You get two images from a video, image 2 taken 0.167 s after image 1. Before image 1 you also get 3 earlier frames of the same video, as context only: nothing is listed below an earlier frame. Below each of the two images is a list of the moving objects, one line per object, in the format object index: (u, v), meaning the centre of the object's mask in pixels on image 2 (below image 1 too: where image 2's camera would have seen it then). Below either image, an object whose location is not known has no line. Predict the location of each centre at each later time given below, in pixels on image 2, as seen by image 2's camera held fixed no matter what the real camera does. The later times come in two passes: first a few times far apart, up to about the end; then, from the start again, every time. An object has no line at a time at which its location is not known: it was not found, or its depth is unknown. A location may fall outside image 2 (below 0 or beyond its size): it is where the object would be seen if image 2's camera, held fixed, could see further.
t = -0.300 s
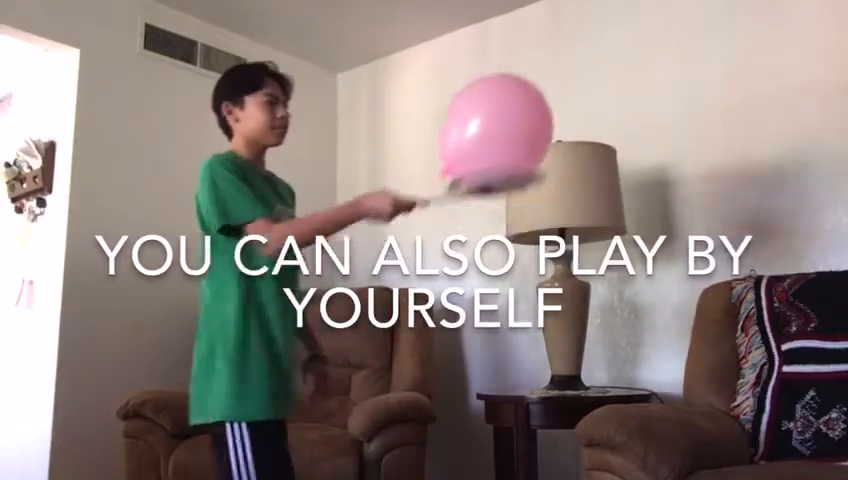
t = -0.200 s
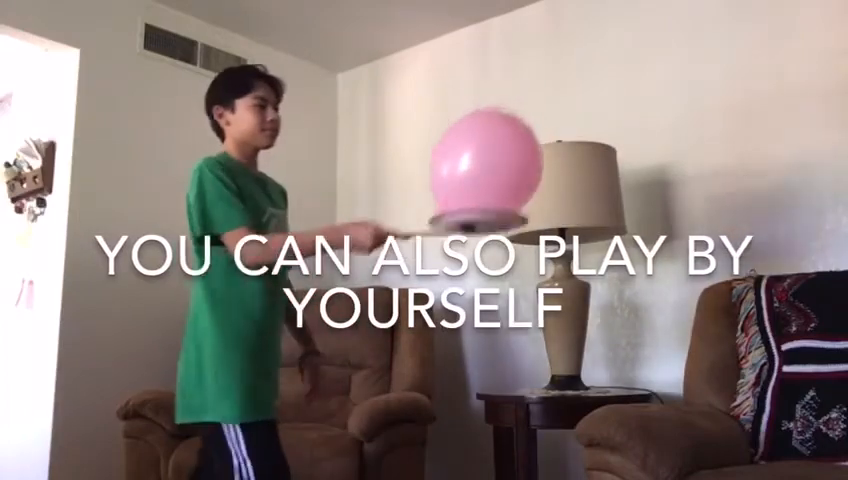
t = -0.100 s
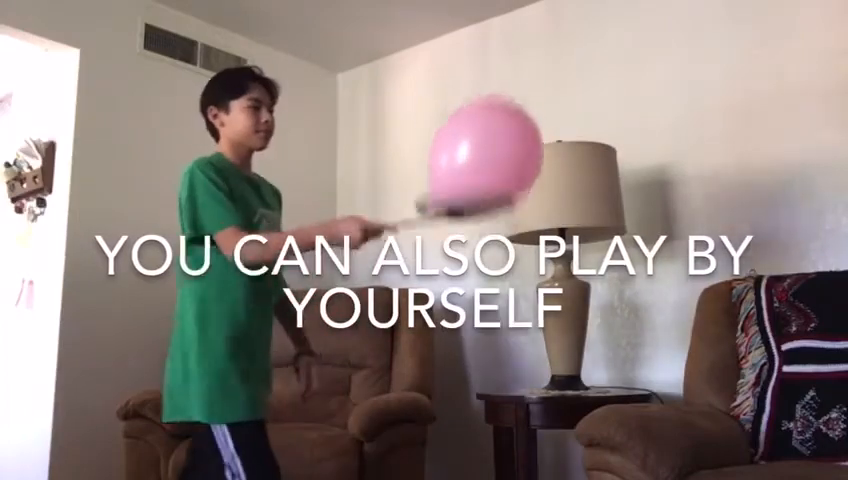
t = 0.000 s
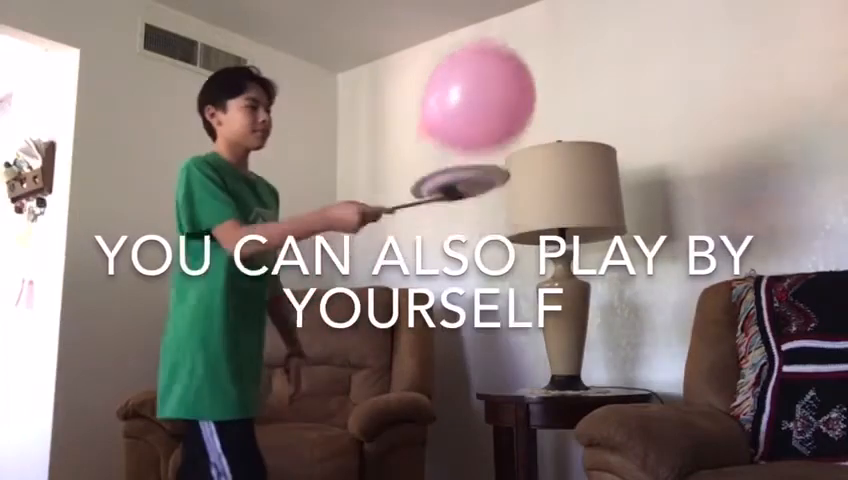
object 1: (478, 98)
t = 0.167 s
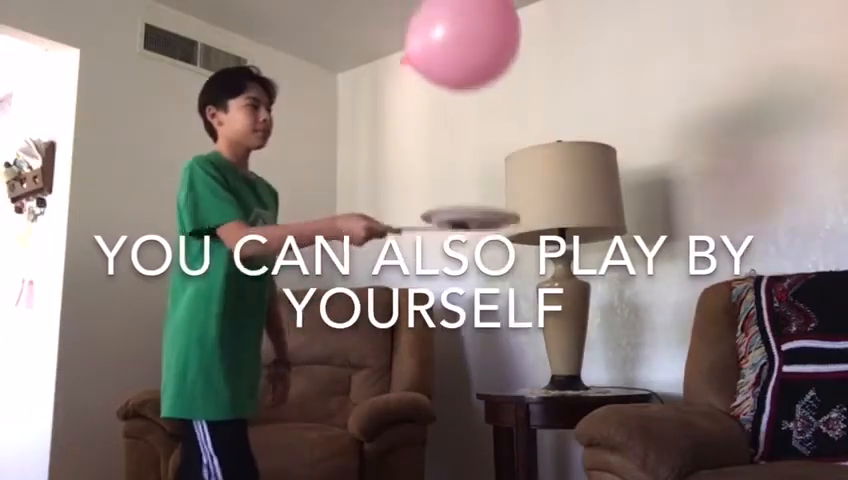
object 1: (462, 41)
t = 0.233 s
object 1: (456, 32)
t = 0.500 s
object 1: (434, 21)
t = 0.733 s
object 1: (421, 33)
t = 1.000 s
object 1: (409, 97)
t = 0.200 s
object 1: (459, 36)
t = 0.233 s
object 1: (456, 32)
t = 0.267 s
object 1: (453, 29)
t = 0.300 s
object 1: (450, 27)
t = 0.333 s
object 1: (447, 24)
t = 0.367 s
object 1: (443, 22)
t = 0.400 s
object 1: (440, 22)
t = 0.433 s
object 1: (438, 21)
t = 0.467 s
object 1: (436, 20)
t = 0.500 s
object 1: (434, 21)
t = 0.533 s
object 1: (431, 22)
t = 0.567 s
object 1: (430, 23)
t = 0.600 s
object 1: (428, 24)
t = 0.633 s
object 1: (426, 25)
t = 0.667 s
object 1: (425, 27)
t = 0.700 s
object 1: (423, 30)
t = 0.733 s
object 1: (421, 33)
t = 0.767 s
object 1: (419, 36)
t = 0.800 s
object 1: (417, 40)
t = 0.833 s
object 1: (415, 45)
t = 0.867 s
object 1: (413, 51)
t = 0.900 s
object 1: (412, 60)
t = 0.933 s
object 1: (410, 71)
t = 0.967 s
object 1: (410, 83)
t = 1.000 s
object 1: (409, 97)
